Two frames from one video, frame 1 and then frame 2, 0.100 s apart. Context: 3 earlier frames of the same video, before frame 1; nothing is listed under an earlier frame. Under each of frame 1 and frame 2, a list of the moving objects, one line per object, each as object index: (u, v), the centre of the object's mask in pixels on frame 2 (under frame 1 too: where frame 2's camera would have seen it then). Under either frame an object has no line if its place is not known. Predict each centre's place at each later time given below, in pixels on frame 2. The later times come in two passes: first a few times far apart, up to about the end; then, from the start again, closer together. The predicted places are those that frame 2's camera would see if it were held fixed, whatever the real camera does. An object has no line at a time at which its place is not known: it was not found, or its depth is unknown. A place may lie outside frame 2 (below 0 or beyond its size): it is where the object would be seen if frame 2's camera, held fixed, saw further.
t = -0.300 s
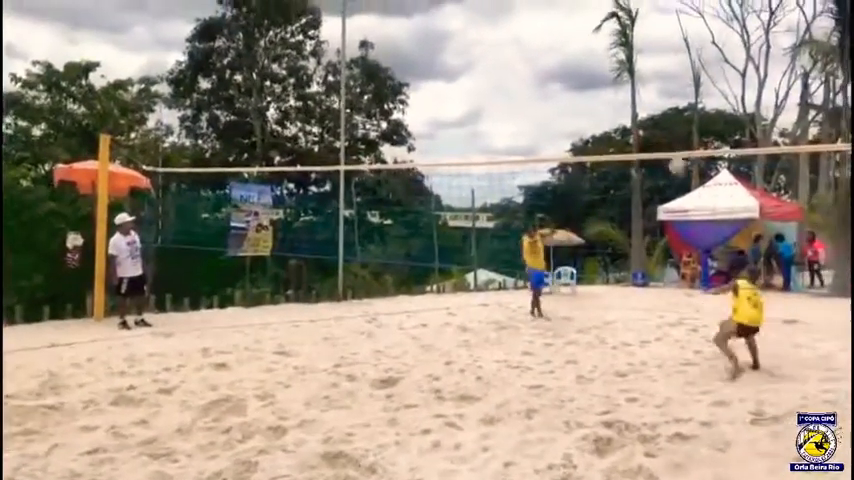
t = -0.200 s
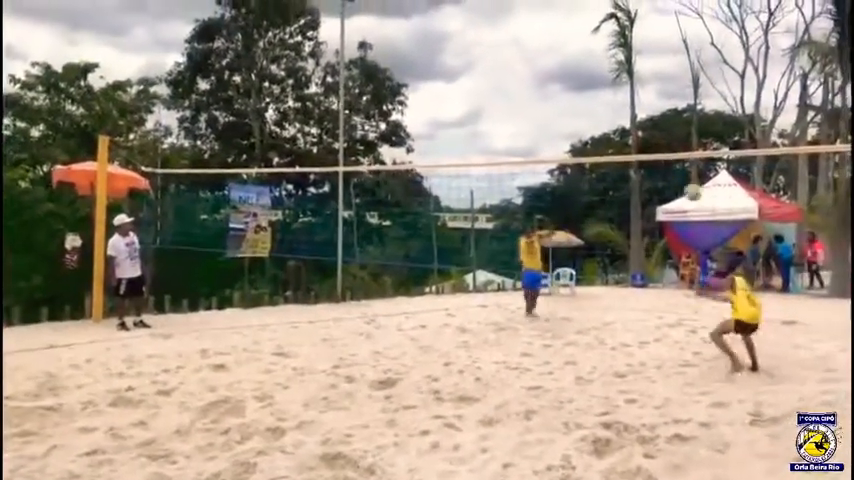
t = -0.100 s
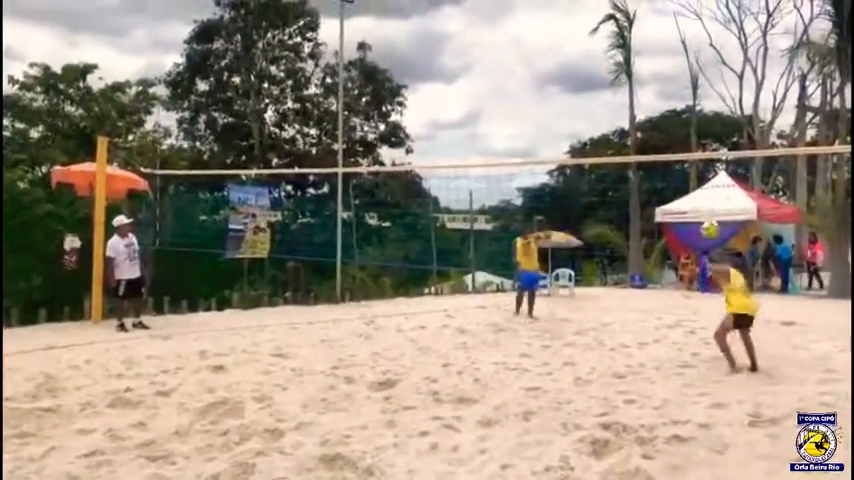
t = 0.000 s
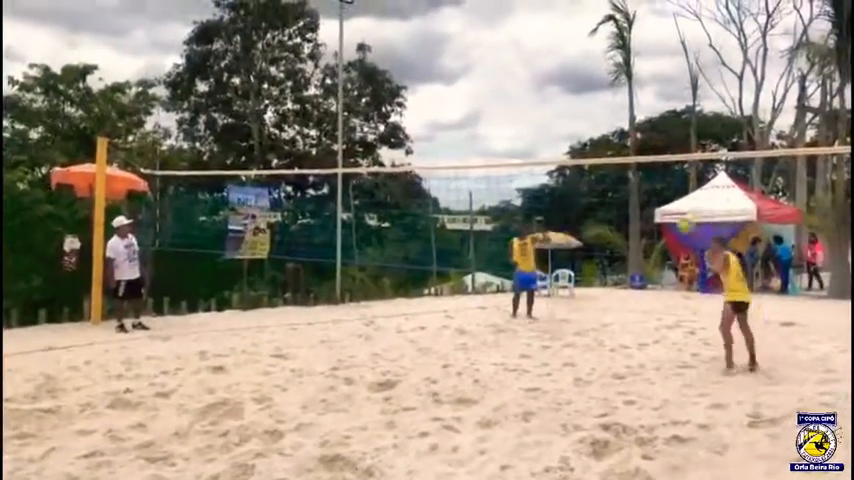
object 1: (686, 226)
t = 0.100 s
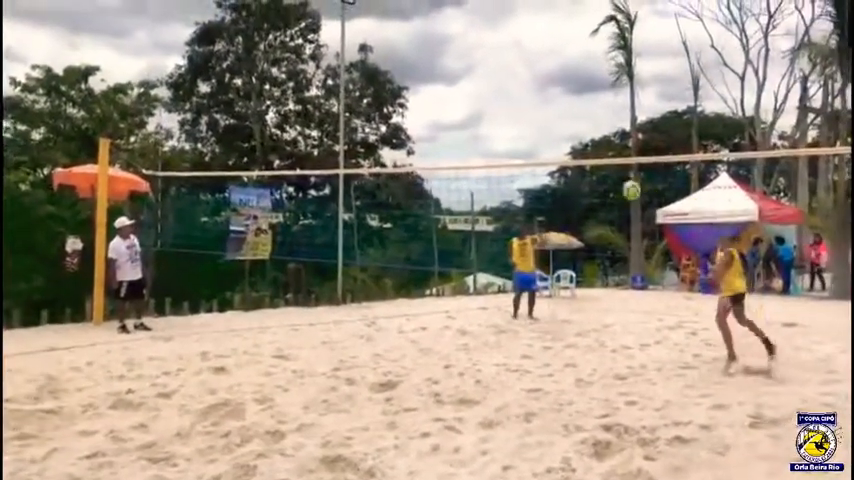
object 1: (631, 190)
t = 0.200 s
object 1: (571, 157)
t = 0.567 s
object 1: (319, 127)
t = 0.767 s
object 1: (151, 165)
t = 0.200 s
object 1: (571, 157)
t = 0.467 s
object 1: (394, 123)
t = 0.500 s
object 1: (368, 124)
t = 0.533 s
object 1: (346, 125)
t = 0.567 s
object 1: (319, 127)
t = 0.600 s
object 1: (293, 130)
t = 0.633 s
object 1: (267, 134)
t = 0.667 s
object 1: (238, 140)
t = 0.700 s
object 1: (211, 148)
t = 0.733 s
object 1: (180, 156)
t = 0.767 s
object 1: (151, 165)
